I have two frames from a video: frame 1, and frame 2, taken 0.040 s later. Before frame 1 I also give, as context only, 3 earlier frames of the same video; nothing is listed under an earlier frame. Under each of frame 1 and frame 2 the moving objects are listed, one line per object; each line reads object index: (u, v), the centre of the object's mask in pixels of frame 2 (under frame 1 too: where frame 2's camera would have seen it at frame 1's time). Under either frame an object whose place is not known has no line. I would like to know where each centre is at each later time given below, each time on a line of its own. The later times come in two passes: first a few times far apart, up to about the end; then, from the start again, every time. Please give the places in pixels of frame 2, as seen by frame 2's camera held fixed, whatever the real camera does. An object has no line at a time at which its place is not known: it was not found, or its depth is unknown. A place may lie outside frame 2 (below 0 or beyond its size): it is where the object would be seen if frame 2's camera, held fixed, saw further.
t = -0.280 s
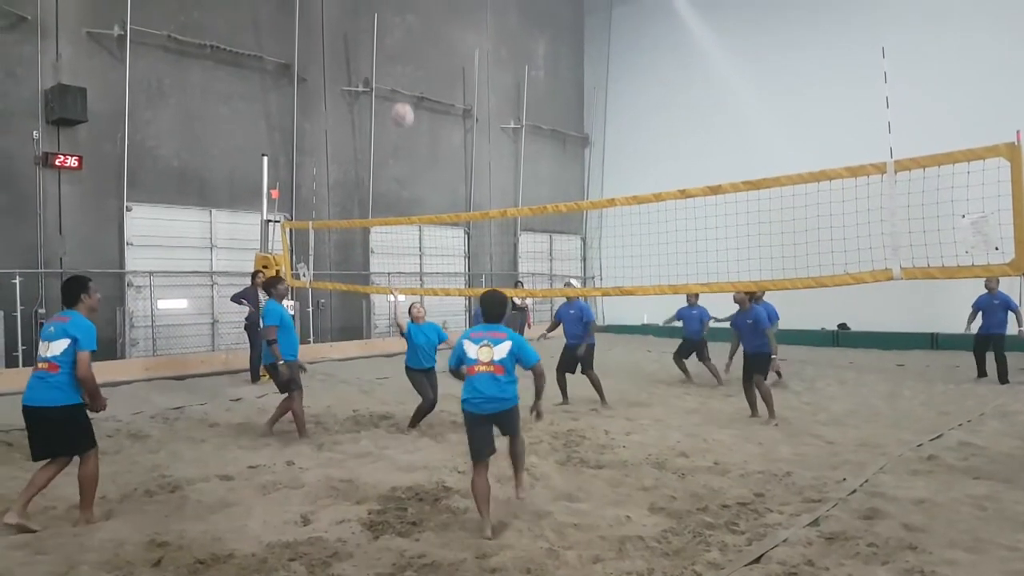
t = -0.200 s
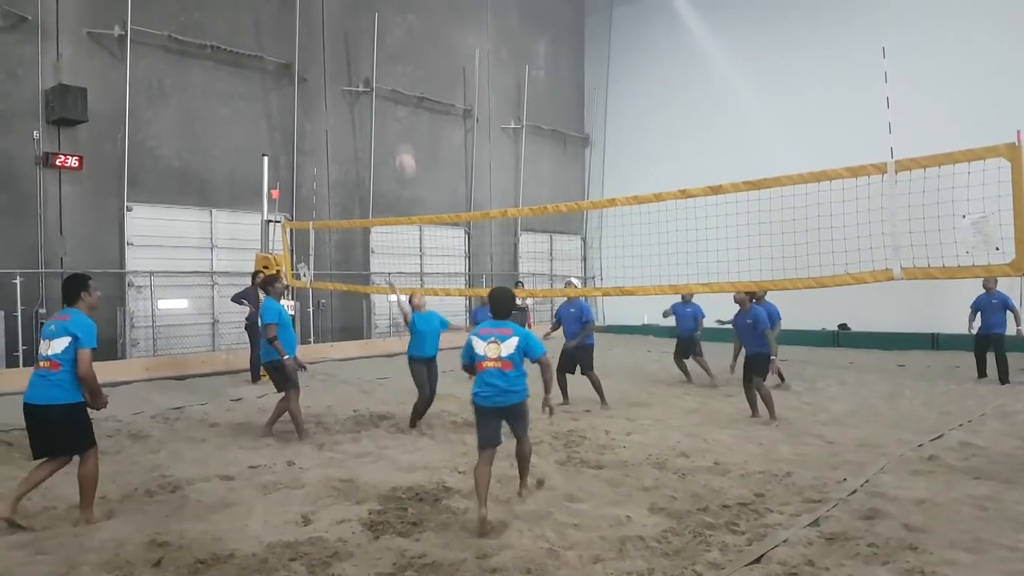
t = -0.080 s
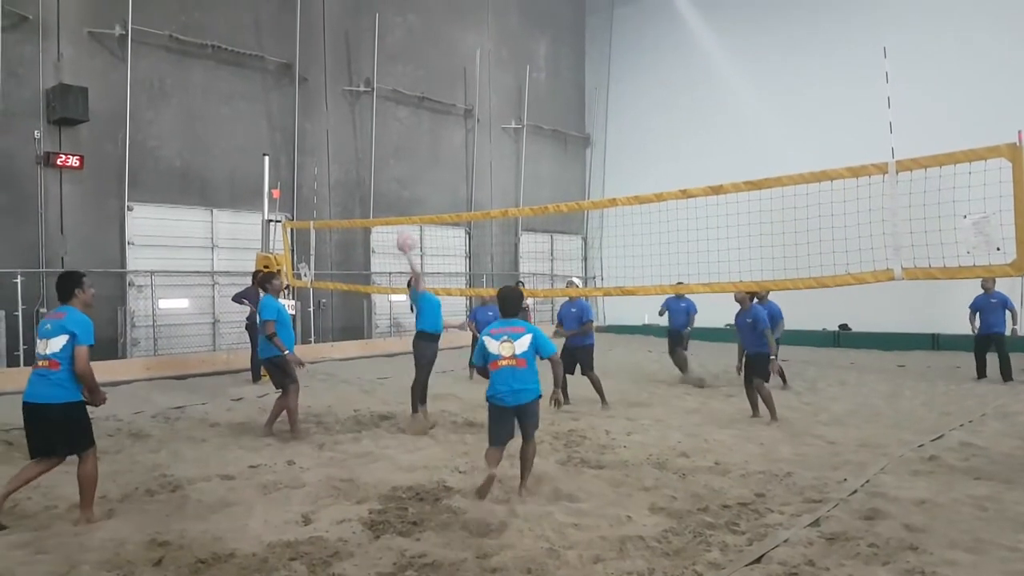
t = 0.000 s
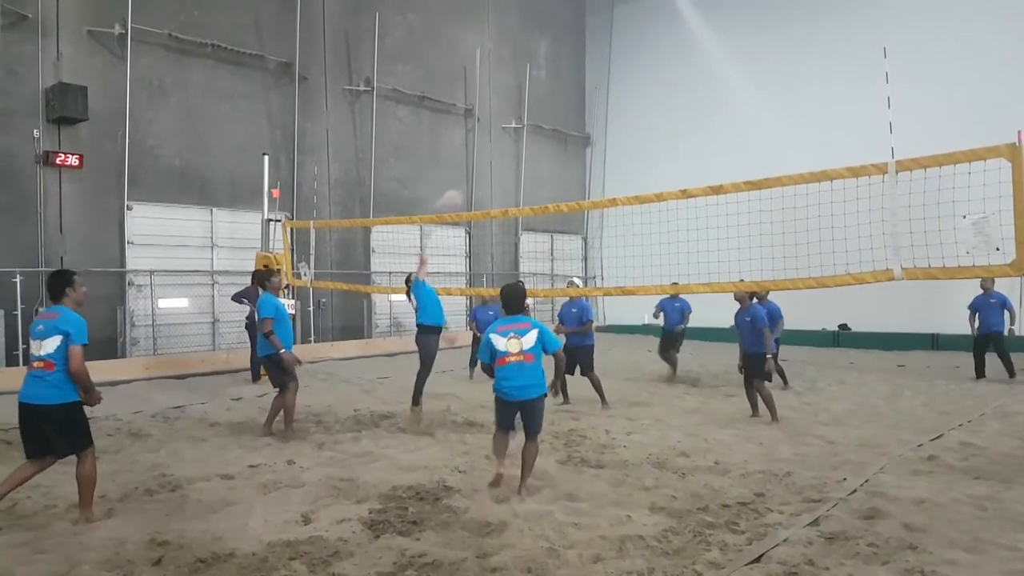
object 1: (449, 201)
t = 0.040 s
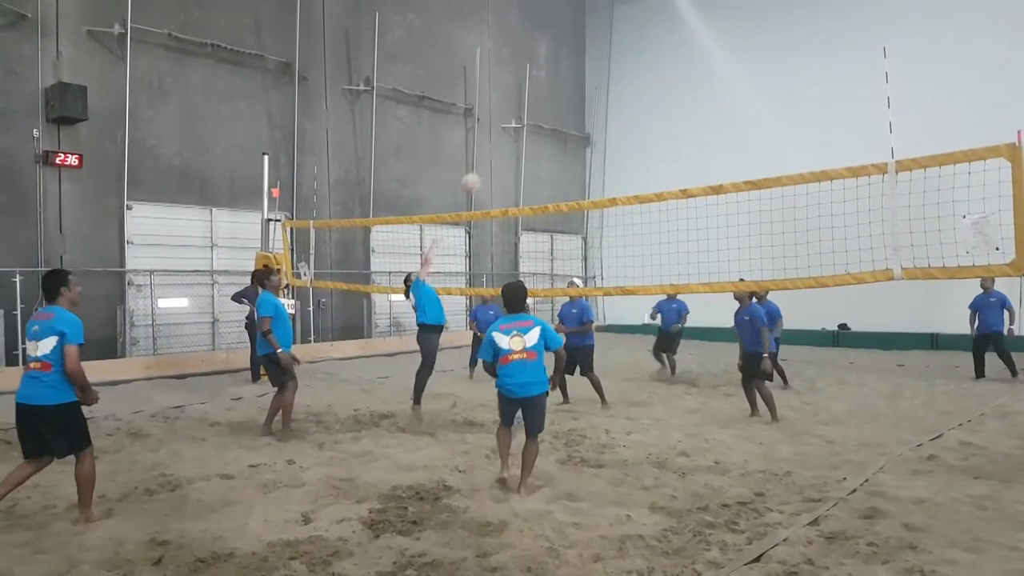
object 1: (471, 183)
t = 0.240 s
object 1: (574, 113)
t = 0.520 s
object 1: (704, 85)
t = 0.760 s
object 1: (809, 114)
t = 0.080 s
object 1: (491, 165)
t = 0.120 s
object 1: (513, 149)
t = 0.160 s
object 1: (534, 136)
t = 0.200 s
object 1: (555, 123)
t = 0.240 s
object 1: (574, 113)
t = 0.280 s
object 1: (593, 104)
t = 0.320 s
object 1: (610, 98)
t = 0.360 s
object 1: (628, 93)
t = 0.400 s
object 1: (648, 88)
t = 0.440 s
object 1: (666, 85)
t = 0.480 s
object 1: (683, 86)
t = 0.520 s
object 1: (704, 85)
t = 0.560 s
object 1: (721, 86)
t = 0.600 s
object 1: (739, 90)
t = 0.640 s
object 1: (760, 94)
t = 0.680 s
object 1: (779, 99)
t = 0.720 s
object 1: (793, 105)
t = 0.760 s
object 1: (809, 114)
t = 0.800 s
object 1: (822, 123)
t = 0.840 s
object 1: (836, 133)
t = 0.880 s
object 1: (849, 146)
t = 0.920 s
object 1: (859, 159)
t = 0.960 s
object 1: (875, 180)
